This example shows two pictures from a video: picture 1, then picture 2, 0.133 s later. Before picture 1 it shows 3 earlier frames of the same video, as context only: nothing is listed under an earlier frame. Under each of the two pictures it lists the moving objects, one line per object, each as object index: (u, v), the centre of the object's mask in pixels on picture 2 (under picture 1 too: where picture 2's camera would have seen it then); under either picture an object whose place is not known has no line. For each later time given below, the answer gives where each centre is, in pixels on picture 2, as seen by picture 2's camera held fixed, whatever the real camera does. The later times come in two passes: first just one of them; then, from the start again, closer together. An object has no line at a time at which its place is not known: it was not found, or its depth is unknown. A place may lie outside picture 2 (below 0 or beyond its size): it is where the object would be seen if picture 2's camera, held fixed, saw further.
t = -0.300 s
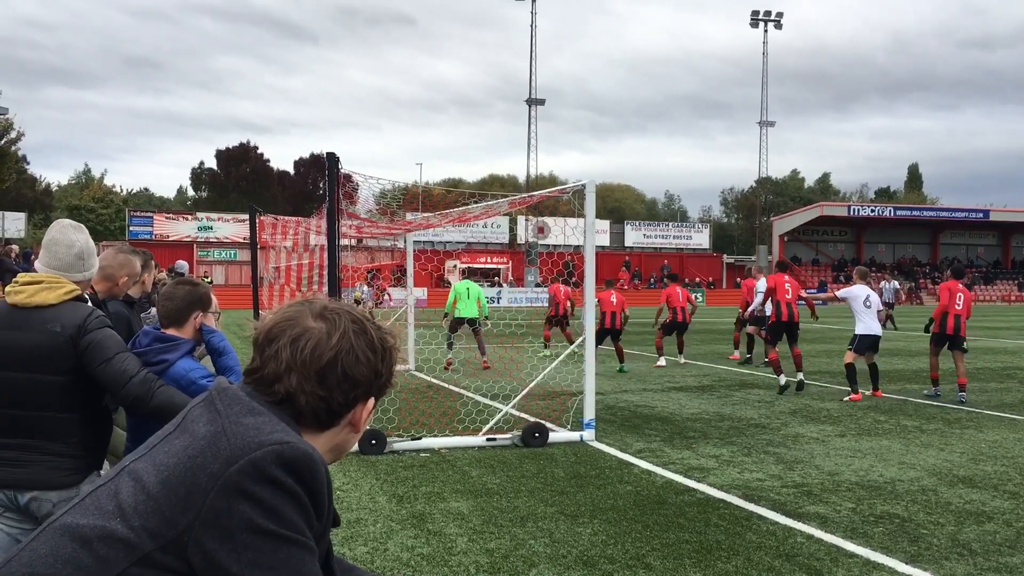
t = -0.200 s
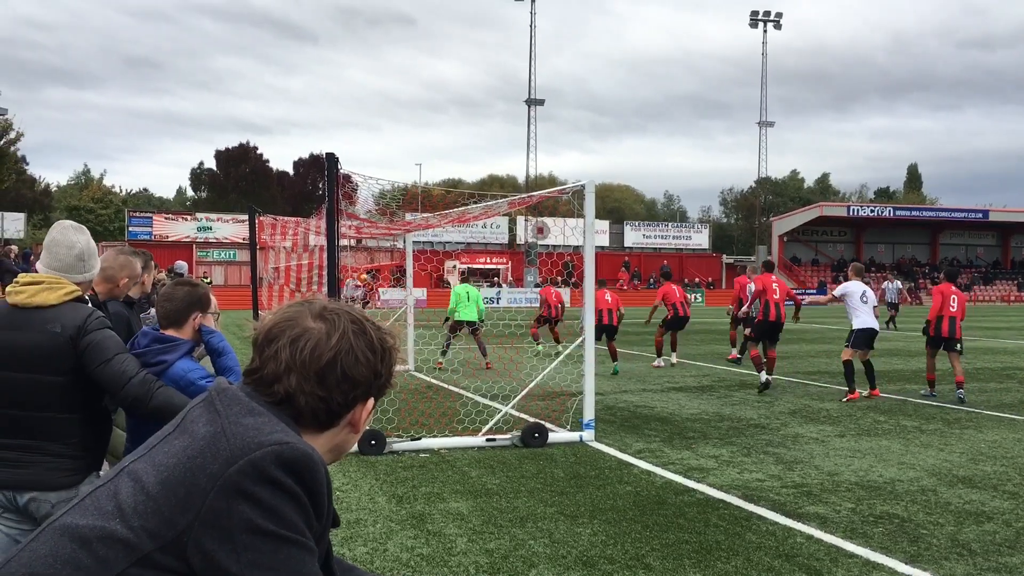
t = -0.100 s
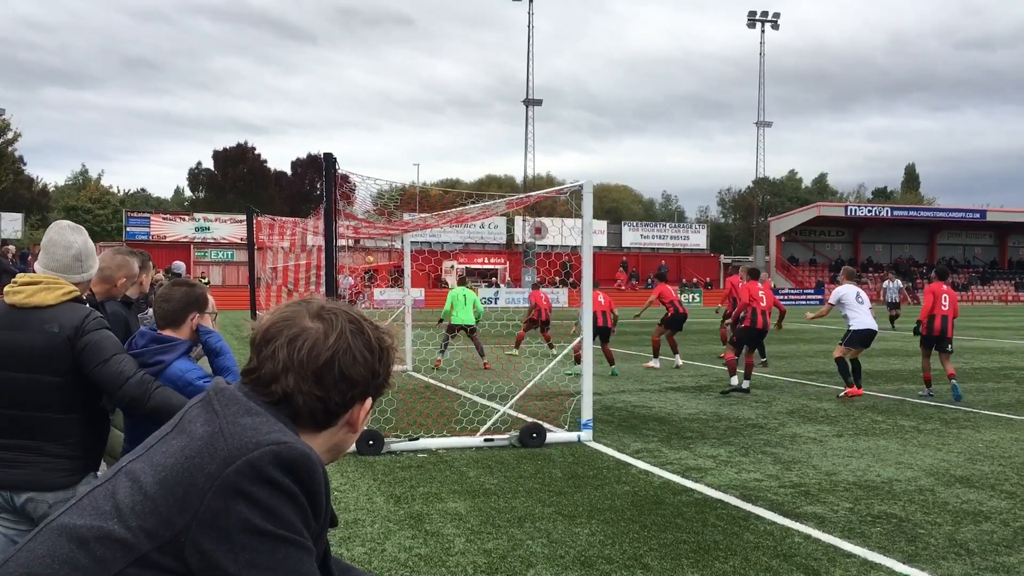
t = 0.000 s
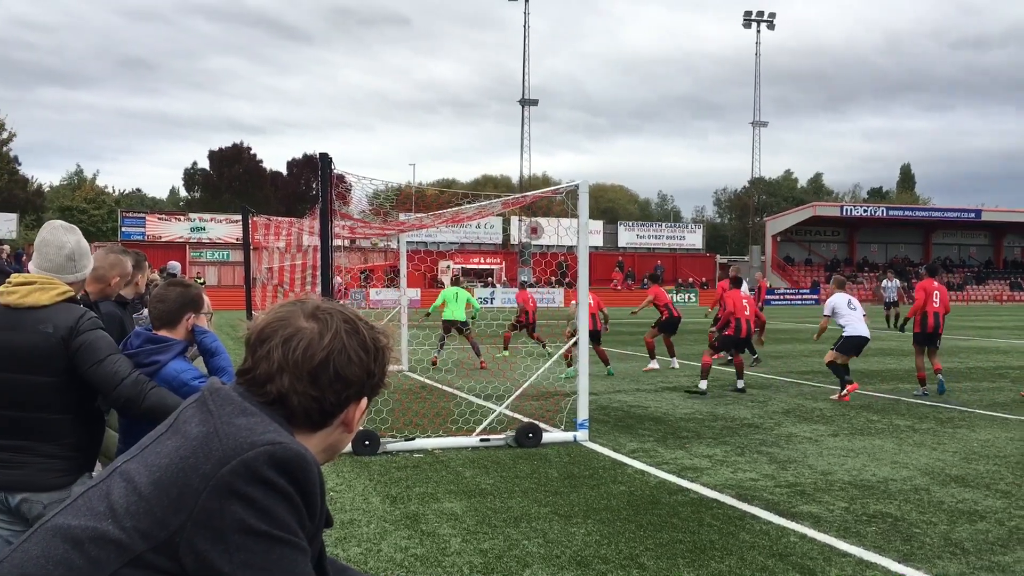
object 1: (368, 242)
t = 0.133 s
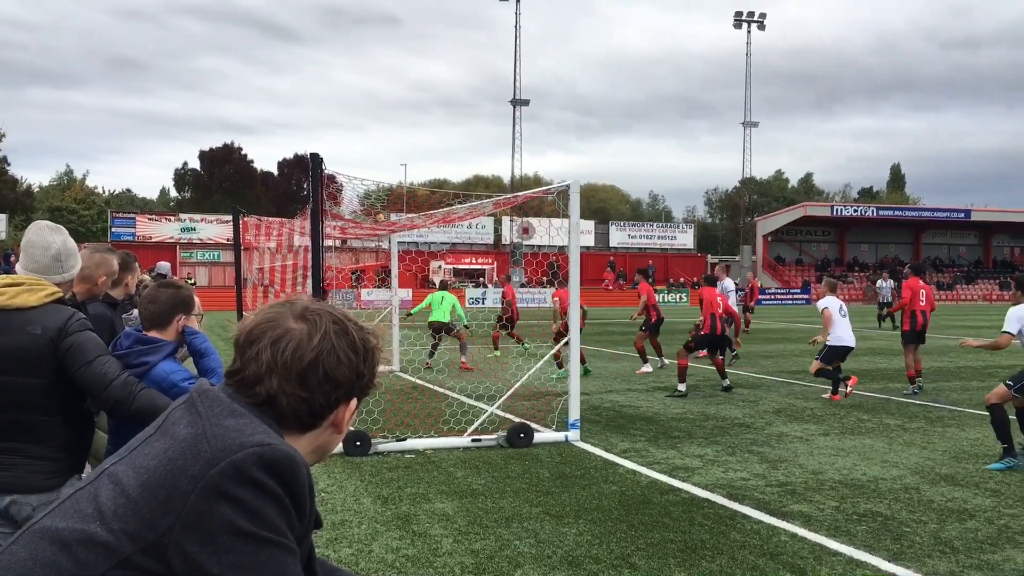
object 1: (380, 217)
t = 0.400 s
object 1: (412, 177)
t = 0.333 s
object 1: (402, 184)
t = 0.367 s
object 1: (409, 182)
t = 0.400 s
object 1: (412, 177)
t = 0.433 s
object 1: (418, 172)
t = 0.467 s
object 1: (424, 168)
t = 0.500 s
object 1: (429, 164)
